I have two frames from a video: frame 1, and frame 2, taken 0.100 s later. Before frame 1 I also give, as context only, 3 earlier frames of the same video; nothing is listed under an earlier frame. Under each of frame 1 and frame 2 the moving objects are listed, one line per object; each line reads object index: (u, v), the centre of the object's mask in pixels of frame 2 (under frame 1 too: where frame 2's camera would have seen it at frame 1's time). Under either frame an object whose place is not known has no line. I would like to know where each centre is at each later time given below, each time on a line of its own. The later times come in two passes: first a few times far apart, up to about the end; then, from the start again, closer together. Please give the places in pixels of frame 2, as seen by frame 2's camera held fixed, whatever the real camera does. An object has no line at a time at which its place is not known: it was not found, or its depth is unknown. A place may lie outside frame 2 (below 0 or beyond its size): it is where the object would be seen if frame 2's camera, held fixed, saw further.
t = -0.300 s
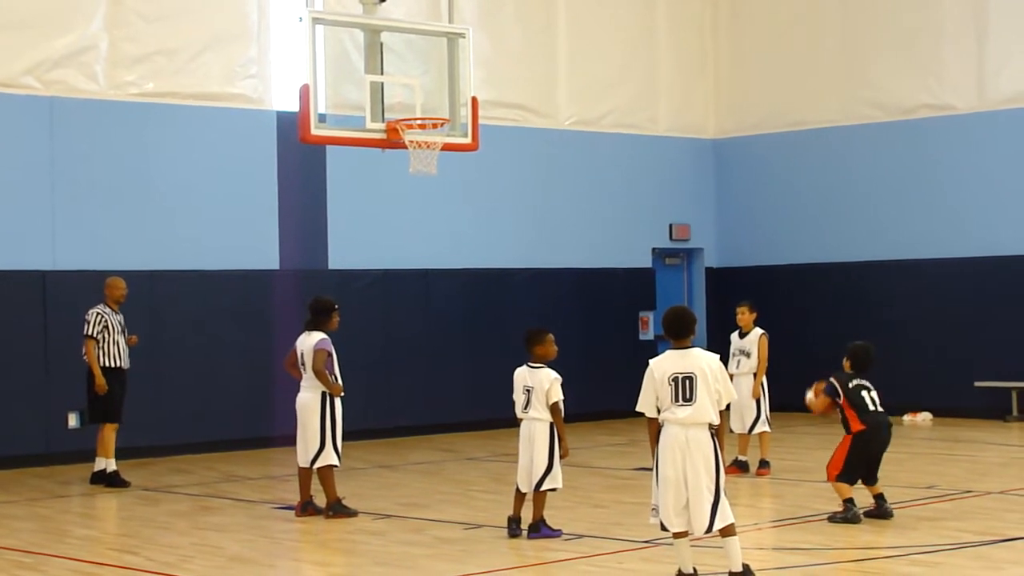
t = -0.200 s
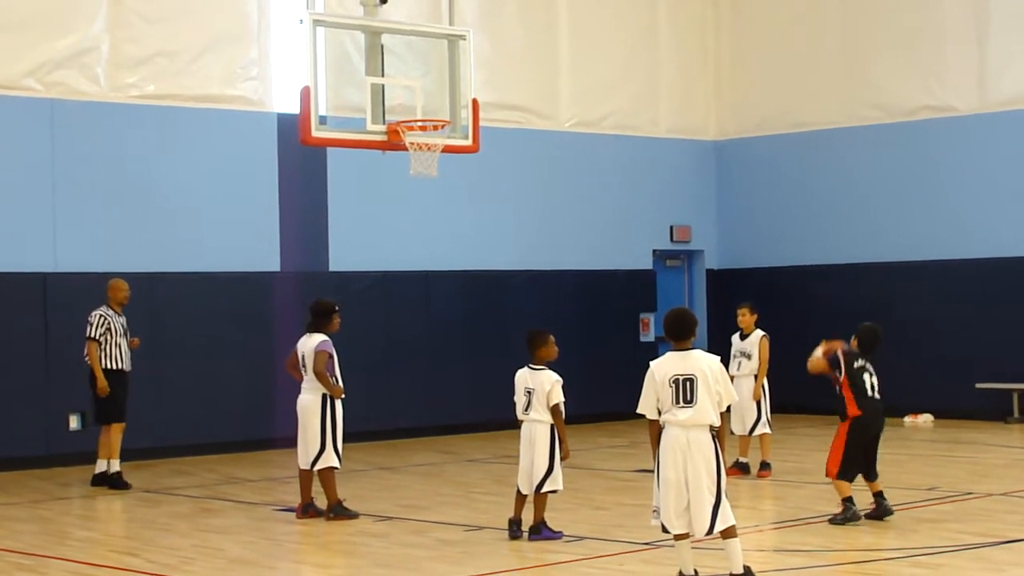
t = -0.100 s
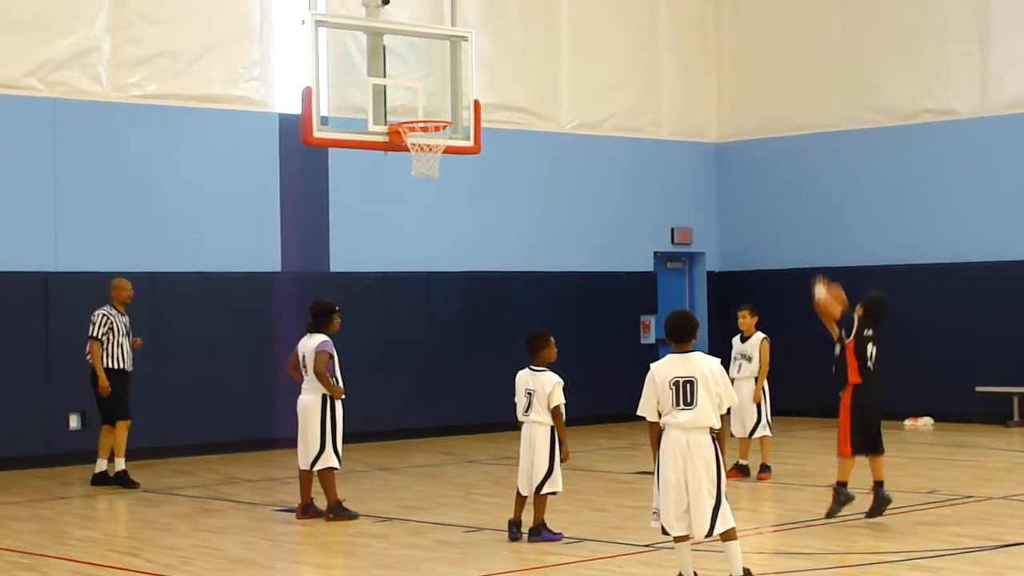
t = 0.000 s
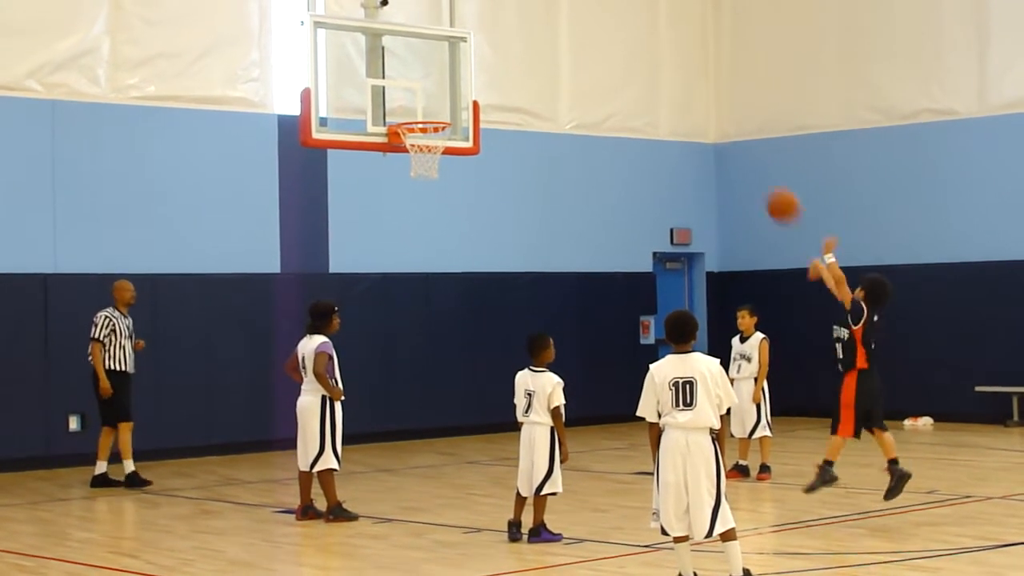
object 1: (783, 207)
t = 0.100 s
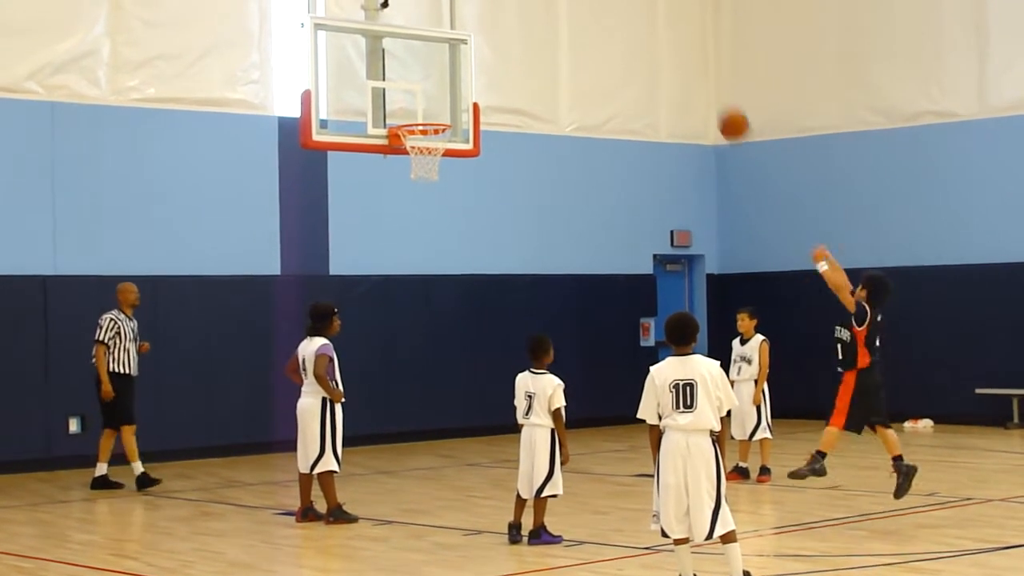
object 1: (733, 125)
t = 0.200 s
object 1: (688, 59)
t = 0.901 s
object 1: (430, 5)
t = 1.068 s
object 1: (395, 60)
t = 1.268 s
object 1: (444, 108)
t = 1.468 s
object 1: (495, 126)
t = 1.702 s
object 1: (561, 213)
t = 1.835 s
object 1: (601, 299)
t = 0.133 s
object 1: (718, 100)
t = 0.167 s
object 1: (703, 79)
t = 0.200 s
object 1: (688, 59)
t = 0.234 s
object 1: (673, 41)
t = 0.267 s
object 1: (658, 25)
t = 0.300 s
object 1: (644, 11)
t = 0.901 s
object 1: (430, 5)
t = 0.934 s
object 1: (420, 10)
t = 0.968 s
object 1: (410, 22)
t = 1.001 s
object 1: (400, 36)
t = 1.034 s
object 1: (390, 51)
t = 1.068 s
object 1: (395, 60)
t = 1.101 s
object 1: (403, 70)
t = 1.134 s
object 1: (411, 81)
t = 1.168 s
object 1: (419, 94)
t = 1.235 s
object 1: (435, 110)
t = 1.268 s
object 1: (444, 108)
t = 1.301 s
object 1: (452, 108)
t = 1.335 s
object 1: (461, 109)
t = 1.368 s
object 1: (469, 111)
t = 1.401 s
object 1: (478, 114)
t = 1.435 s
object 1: (486, 119)
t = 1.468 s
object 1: (495, 126)
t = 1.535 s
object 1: (514, 143)
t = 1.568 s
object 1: (523, 154)
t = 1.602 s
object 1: (533, 167)
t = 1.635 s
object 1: (542, 180)
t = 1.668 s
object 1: (551, 196)
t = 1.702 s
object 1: (561, 213)
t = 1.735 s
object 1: (571, 232)
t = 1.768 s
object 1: (580, 252)
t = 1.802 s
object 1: (591, 277)
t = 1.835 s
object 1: (601, 299)
